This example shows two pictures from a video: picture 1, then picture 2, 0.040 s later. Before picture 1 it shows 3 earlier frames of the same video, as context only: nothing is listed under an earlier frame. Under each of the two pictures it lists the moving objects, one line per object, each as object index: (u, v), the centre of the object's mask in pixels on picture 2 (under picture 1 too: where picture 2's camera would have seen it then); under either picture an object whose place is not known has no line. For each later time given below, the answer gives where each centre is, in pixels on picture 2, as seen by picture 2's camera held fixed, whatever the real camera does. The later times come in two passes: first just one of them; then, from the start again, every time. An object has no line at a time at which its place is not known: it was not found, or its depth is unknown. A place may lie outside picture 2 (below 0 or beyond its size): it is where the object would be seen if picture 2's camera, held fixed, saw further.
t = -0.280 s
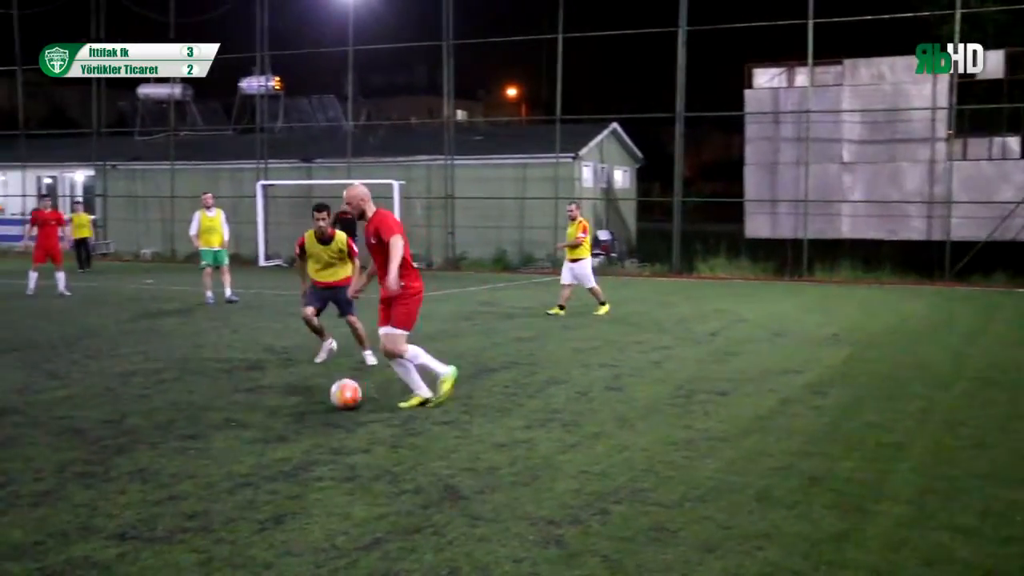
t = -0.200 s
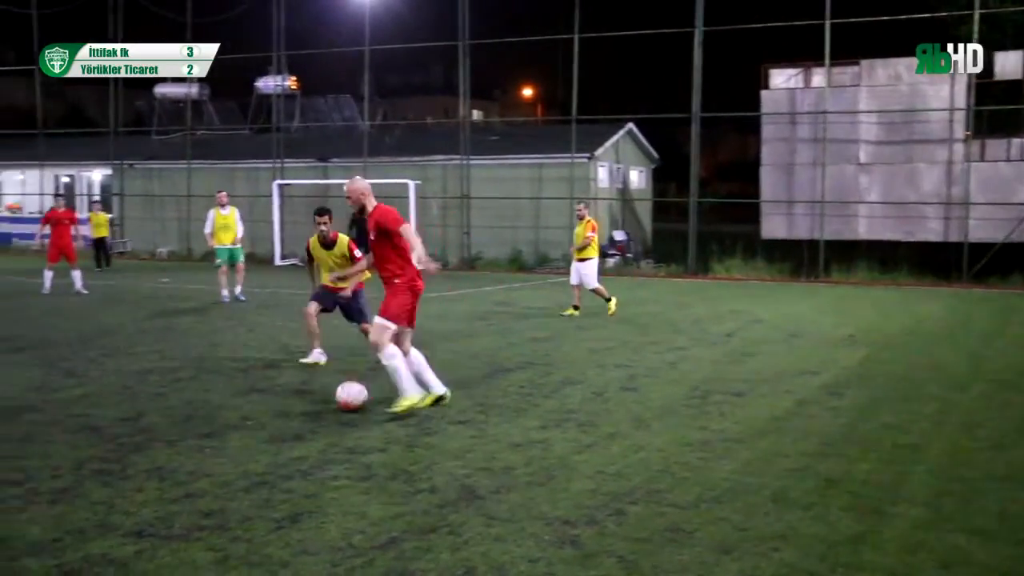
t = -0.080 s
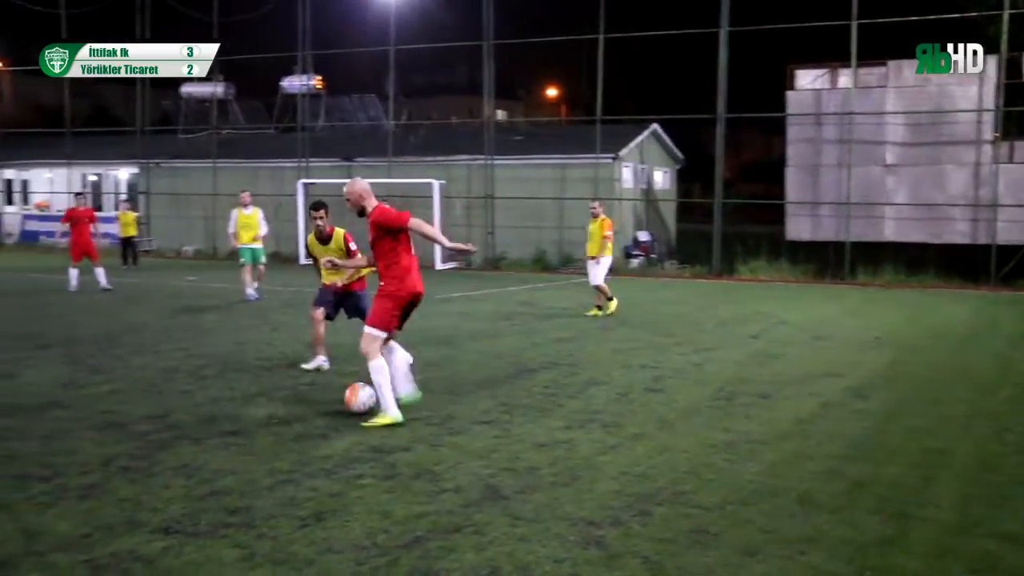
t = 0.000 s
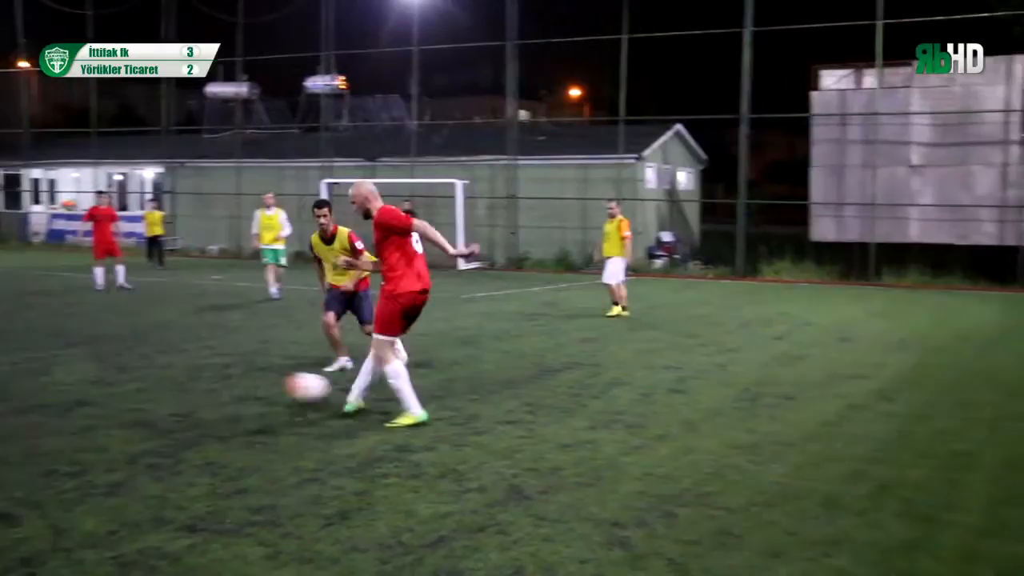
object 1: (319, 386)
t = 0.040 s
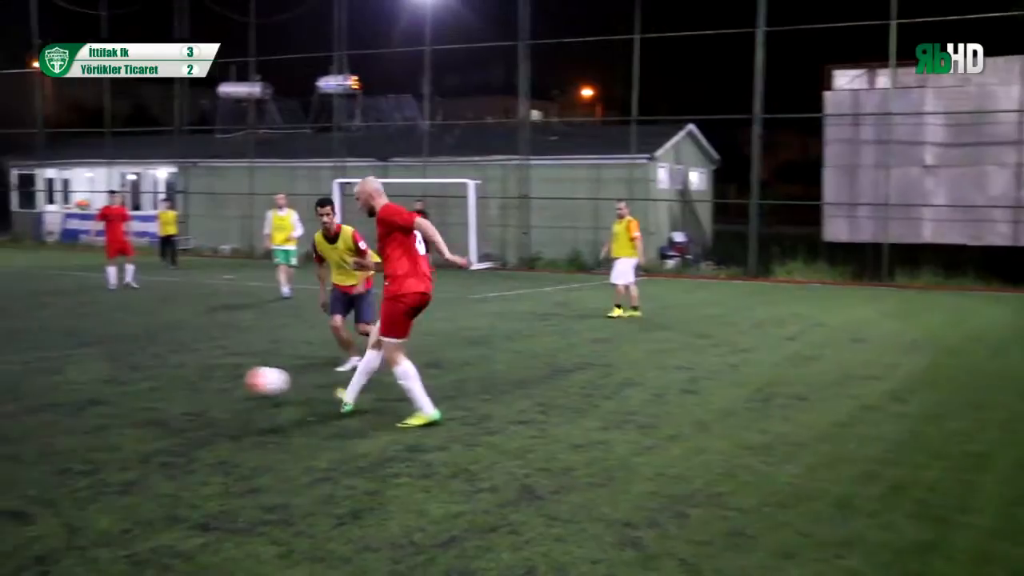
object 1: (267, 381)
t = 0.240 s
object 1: (5, 390)
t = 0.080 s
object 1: (215, 378)
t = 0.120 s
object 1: (163, 377)
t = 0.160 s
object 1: (109, 379)
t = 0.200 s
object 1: (57, 383)
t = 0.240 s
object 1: (5, 390)
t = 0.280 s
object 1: (-45, 390)
